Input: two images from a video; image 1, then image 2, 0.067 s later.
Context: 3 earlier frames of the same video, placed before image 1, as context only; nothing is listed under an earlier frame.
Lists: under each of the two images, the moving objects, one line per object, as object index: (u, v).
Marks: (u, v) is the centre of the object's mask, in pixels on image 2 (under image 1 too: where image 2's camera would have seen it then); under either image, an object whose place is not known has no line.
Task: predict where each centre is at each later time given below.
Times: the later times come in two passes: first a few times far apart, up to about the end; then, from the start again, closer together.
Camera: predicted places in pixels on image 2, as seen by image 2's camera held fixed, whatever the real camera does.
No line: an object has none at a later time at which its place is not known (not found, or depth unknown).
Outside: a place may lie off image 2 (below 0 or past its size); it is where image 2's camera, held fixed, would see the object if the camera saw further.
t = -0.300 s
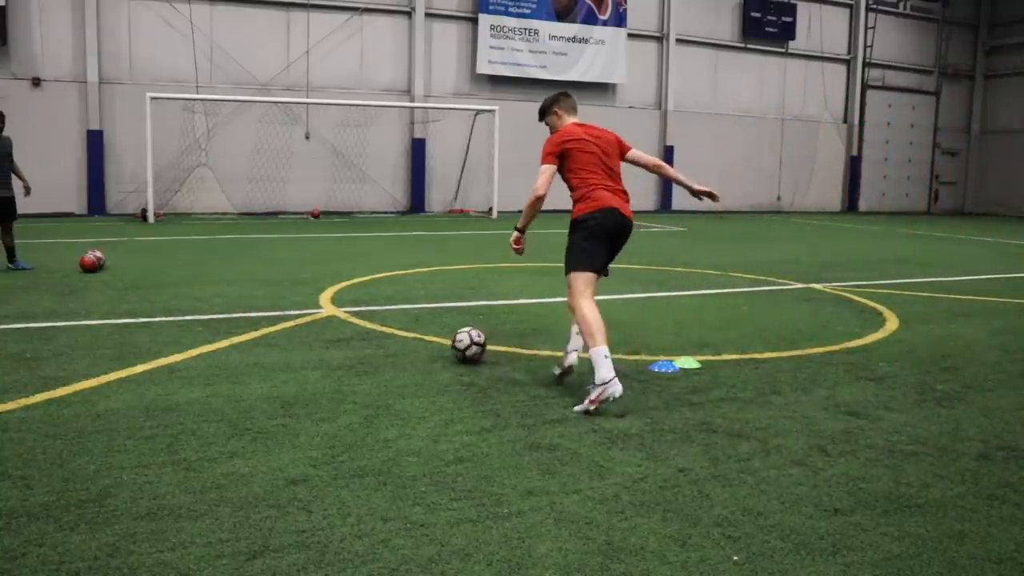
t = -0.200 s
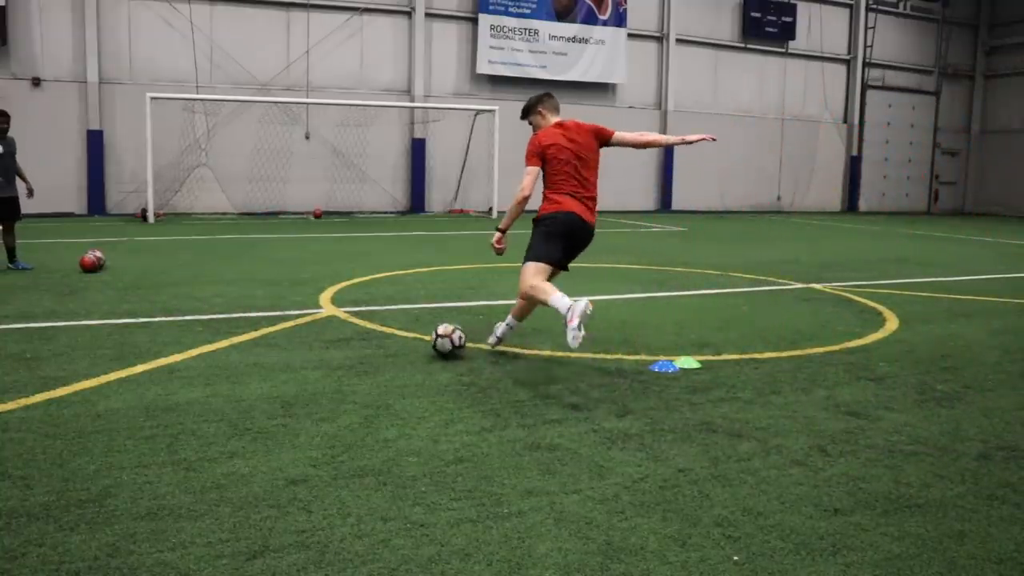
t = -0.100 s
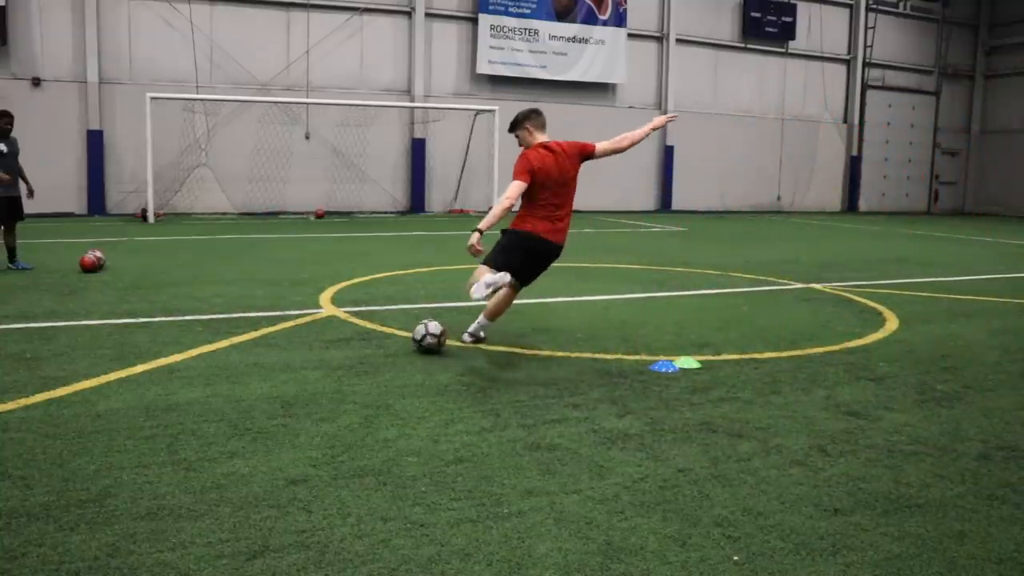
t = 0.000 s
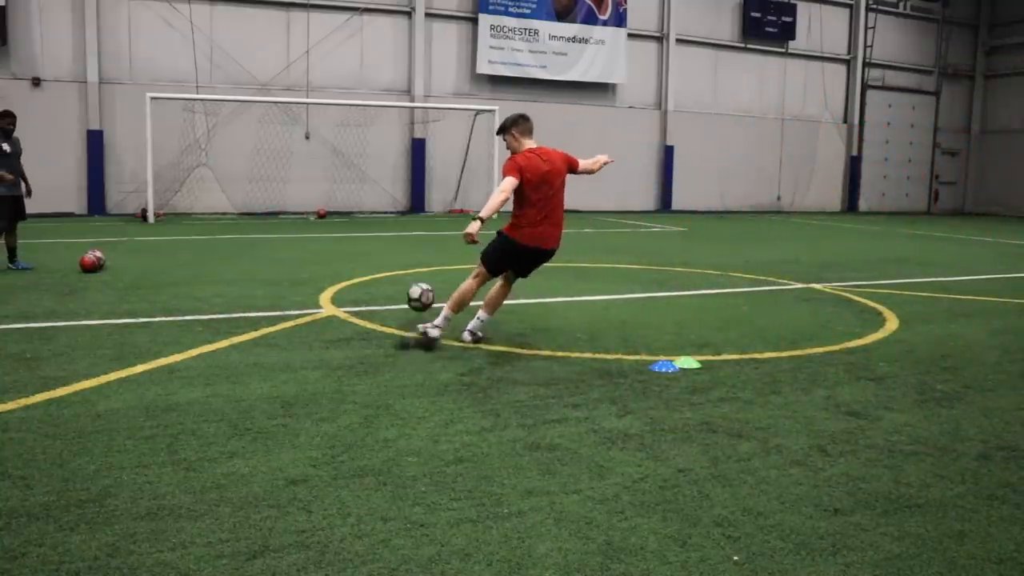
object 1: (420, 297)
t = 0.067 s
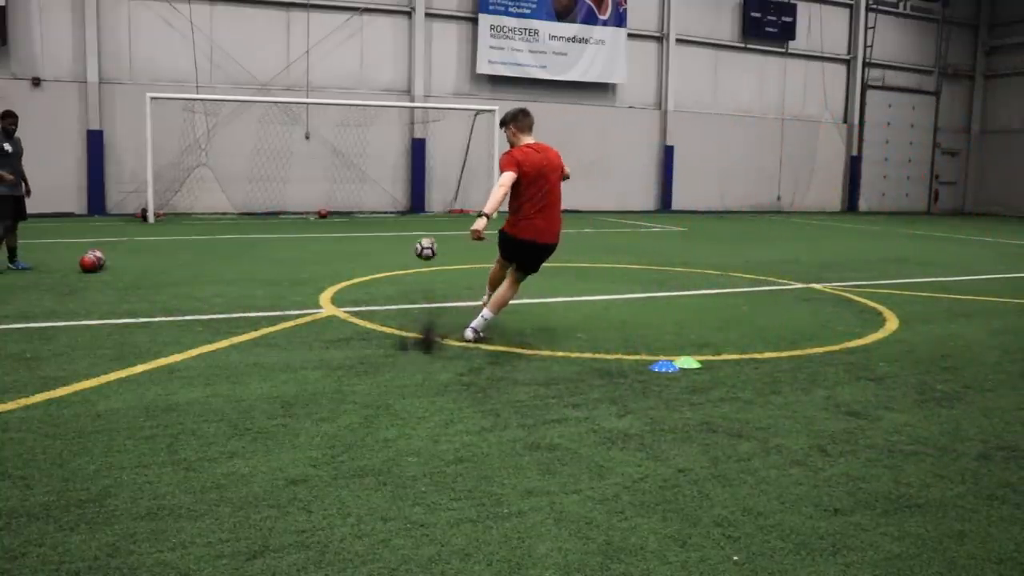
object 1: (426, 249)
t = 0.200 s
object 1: (435, 192)
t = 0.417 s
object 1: (441, 159)
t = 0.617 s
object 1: (444, 150)
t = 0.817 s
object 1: (451, 154)
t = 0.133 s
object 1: (431, 217)
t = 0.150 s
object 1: (432, 212)
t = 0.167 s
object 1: (434, 201)
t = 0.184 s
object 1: (434, 196)
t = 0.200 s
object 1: (435, 192)
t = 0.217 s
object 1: (436, 188)
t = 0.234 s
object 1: (436, 184)
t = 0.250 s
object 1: (437, 182)
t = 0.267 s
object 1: (438, 179)
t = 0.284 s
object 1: (438, 176)
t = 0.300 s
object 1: (438, 173)
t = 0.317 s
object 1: (439, 170)
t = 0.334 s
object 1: (439, 168)
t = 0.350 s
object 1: (439, 166)
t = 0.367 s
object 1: (440, 165)
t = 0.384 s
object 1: (440, 163)
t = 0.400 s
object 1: (441, 161)
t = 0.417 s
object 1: (441, 159)
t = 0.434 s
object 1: (441, 158)
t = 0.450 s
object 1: (442, 157)
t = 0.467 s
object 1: (442, 156)
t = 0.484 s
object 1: (442, 155)
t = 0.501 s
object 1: (442, 154)
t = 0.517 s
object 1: (442, 153)
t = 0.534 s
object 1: (443, 152)
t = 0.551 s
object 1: (443, 152)
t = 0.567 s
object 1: (443, 151)
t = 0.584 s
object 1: (443, 151)
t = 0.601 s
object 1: (444, 150)
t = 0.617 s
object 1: (444, 150)
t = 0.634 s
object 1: (444, 150)
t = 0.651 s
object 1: (444, 150)
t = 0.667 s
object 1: (444, 150)
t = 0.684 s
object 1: (444, 150)
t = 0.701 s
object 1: (444, 150)
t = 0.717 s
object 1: (445, 150)
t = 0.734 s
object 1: (445, 150)
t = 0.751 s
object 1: (446, 150)
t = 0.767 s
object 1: (447, 151)
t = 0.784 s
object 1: (449, 152)
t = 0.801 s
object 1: (450, 153)
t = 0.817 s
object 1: (451, 154)
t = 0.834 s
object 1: (453, 155)
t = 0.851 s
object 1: (454, 157)
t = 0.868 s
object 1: (455, 158)
